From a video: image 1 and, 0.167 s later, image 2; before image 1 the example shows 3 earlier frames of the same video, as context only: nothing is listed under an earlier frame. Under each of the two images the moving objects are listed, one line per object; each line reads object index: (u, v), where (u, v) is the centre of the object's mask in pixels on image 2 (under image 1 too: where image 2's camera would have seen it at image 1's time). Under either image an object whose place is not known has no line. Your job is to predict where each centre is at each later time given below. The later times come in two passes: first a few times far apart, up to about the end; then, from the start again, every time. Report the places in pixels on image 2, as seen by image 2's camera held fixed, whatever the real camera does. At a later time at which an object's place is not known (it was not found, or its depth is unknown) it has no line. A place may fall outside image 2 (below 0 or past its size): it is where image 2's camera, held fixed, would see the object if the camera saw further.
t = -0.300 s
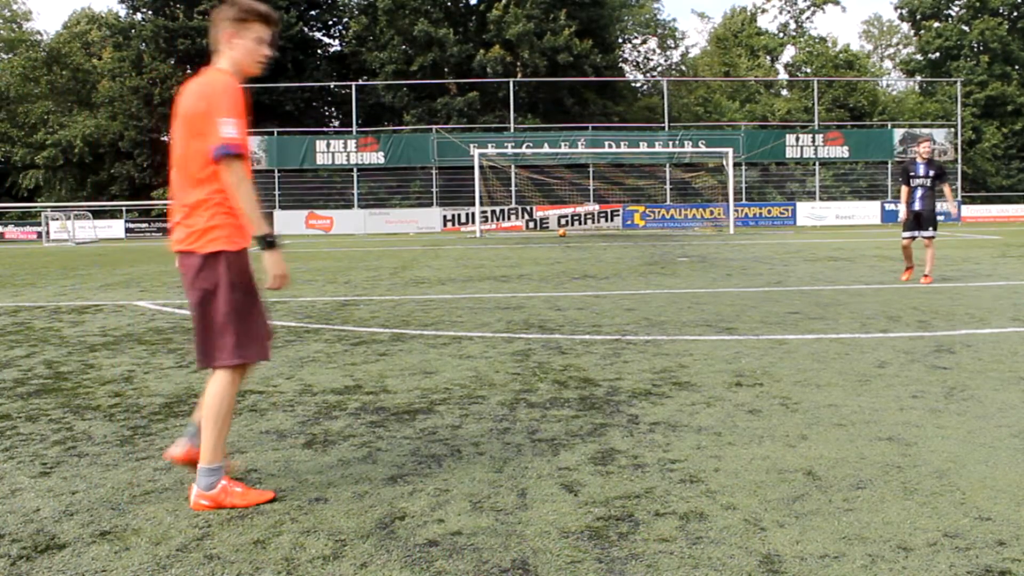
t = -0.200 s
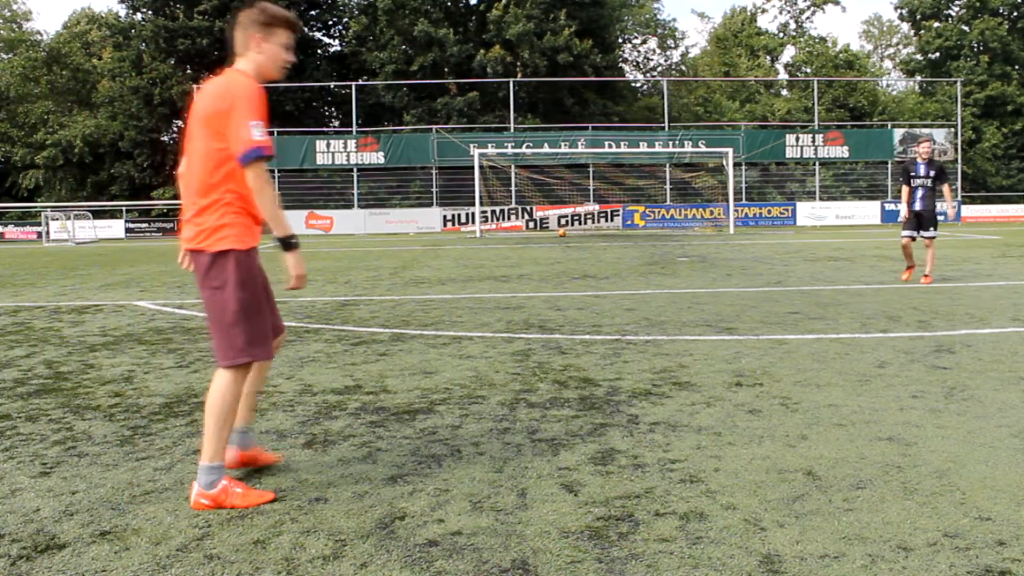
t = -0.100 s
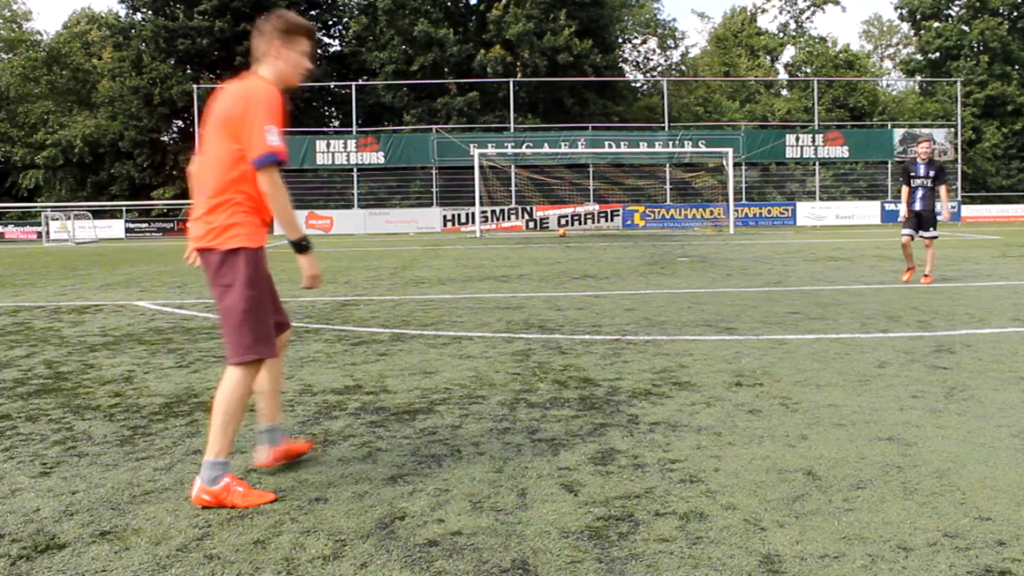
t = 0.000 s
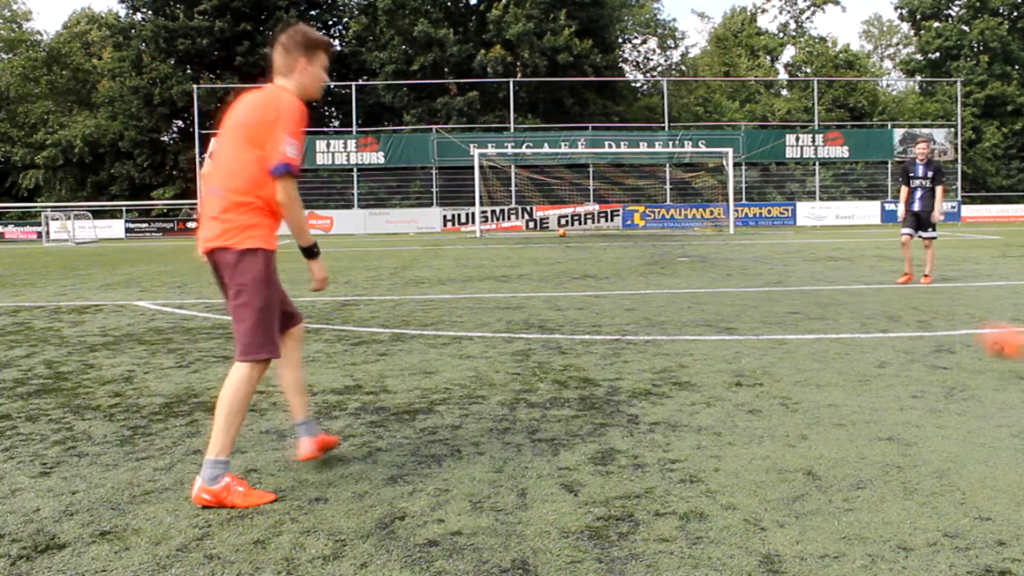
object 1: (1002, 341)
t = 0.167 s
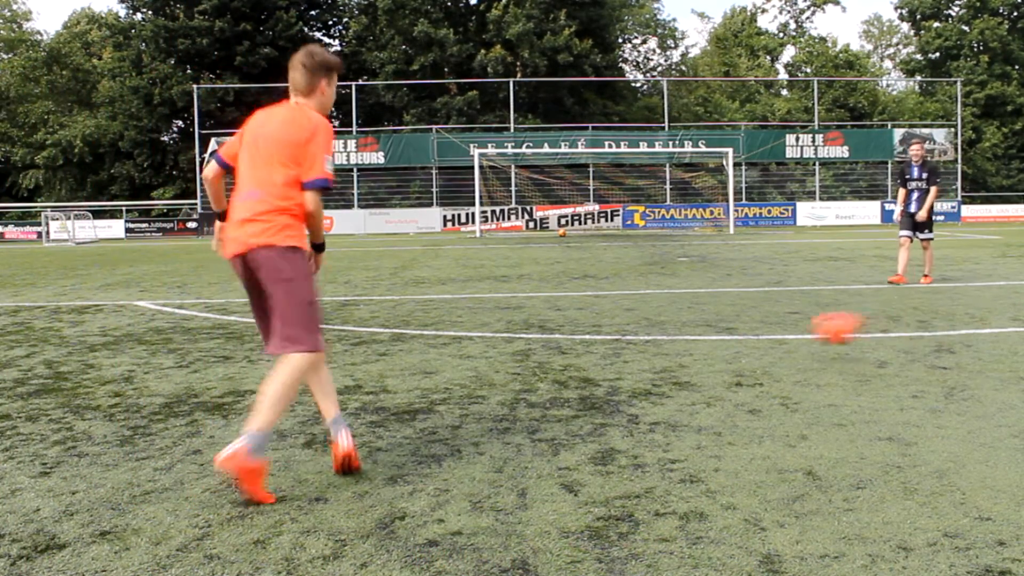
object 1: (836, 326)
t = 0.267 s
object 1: (749, 336)
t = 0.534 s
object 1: (580, 325)
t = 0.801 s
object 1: (446, 313)
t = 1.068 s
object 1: (351, 307)
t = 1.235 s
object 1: (300, 297)
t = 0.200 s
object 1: (798, 329)
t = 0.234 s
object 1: (779, 333)
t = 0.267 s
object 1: (749, 336)
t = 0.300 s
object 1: (729, 335)
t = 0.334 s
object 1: (703, 328)
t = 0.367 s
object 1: (677, 322)
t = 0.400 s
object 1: (652, 320)
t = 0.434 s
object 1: (638, 321)
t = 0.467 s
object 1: (617, 321)
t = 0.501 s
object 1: (603, 322)
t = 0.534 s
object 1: (580, 325)
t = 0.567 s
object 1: (559, 322)
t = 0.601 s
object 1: (540, 319)
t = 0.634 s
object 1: (526, 318)
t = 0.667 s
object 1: (510, 318)
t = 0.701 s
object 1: (498, 319)
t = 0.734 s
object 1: (480, 318)
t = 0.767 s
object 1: (463, 315)
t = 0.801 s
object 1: (446, 313)
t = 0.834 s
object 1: (436, 313)
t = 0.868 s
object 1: (421, 313)
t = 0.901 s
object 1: (410, 311)
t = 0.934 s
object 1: (397, 307)
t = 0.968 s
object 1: (383, 305)
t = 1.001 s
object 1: (371, 304)
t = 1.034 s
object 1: (361, 306)
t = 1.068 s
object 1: (351, 307)
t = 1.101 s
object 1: (341, 305)
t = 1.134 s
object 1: (330, 301)
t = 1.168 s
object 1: (318, 298)
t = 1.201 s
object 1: (307, 297)
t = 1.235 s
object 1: (300, 297)
